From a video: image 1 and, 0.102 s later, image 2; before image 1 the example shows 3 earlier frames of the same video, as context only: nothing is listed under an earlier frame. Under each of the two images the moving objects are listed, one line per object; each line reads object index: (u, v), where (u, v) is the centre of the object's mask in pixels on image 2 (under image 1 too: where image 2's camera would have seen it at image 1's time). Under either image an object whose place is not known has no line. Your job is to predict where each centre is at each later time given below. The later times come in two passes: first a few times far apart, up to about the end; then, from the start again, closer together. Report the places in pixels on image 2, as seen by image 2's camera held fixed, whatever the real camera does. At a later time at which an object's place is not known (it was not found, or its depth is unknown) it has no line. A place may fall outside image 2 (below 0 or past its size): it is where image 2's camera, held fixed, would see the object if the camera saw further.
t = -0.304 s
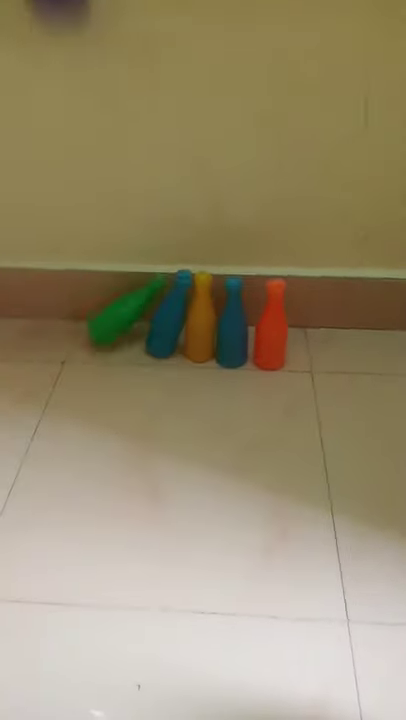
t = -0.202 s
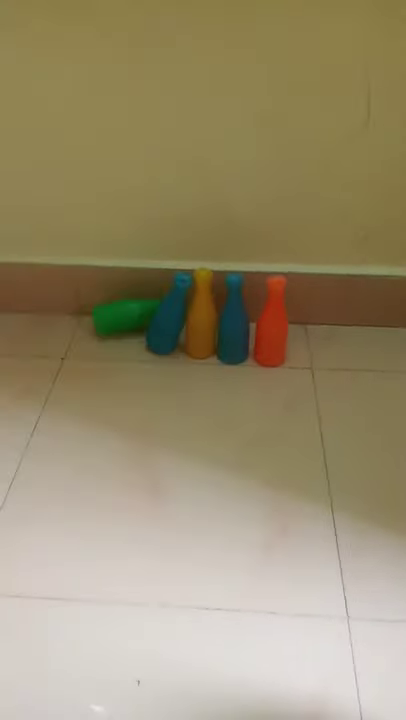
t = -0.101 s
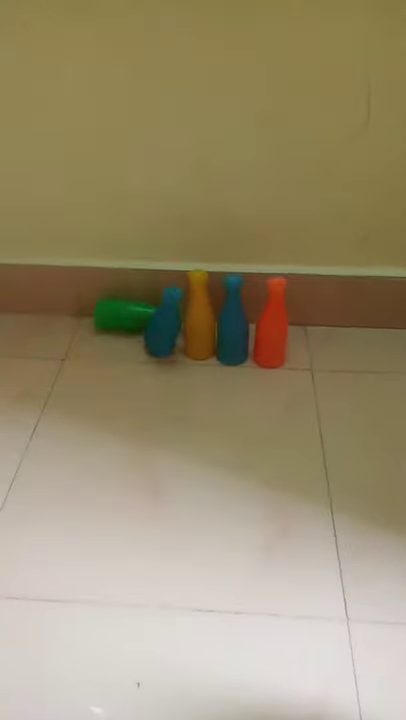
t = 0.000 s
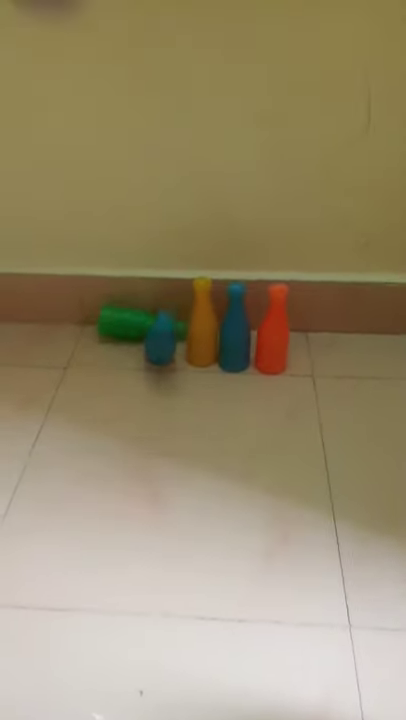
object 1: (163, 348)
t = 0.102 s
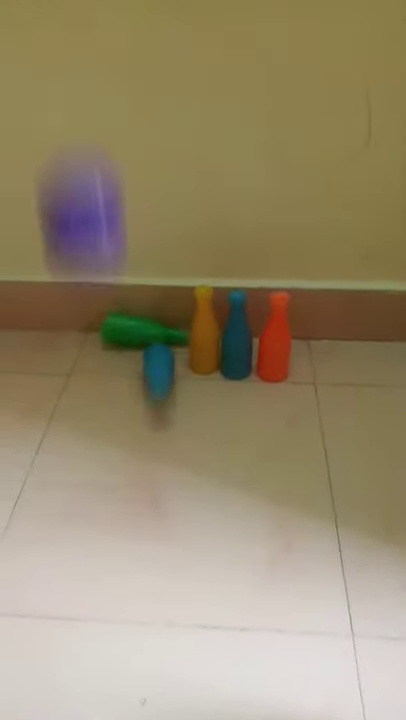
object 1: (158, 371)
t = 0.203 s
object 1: (153, 383)
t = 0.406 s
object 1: (142, 395)
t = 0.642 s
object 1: (122, 409)
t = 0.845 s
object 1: (102, 410)
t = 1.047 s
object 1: (87, 411)
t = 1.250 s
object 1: (70, 413)
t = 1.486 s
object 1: (48, 417)
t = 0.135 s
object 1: (157, 386)
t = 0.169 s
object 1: (156, 384)
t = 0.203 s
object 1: (153, 383)
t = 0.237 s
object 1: (151, 385)
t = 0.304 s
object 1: (146, 416)
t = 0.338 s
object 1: (145, 400)
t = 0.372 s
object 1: (143, 395)
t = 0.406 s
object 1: (142, 395)
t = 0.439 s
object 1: (140, 402)
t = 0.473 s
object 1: (137, 402)
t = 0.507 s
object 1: (135, 402)
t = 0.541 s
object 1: (132, 403)
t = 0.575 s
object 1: (129, 407)
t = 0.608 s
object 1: (126, 405)
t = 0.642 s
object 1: (122, 409)
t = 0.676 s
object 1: (119, 410)
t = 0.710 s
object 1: (116, 409)
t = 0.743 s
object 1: (112, 411)
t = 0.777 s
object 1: (108, 411)
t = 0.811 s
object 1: (106, 411)
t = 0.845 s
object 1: (102, 410)
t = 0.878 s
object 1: (100, 410)
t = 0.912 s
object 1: (98, 410)
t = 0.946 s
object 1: (95, 409)
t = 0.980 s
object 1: (93, 409)
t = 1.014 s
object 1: (90, 410)
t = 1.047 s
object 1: (87, 411)
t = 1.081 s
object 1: (84, 411)
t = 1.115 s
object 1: (82, 412)
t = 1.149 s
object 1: (79, 412)
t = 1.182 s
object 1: (75, 413)
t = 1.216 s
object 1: (72, 413)
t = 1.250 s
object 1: (70, 413)
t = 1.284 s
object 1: (66, 415)
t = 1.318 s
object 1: (64, 415)
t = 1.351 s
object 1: (60, 416)
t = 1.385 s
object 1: (57, 416)
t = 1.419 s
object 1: (54, 417)
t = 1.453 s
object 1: (50, 417)
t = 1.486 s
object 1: (48, 417)
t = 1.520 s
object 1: (45, 418)
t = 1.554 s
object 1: (42, 420)
